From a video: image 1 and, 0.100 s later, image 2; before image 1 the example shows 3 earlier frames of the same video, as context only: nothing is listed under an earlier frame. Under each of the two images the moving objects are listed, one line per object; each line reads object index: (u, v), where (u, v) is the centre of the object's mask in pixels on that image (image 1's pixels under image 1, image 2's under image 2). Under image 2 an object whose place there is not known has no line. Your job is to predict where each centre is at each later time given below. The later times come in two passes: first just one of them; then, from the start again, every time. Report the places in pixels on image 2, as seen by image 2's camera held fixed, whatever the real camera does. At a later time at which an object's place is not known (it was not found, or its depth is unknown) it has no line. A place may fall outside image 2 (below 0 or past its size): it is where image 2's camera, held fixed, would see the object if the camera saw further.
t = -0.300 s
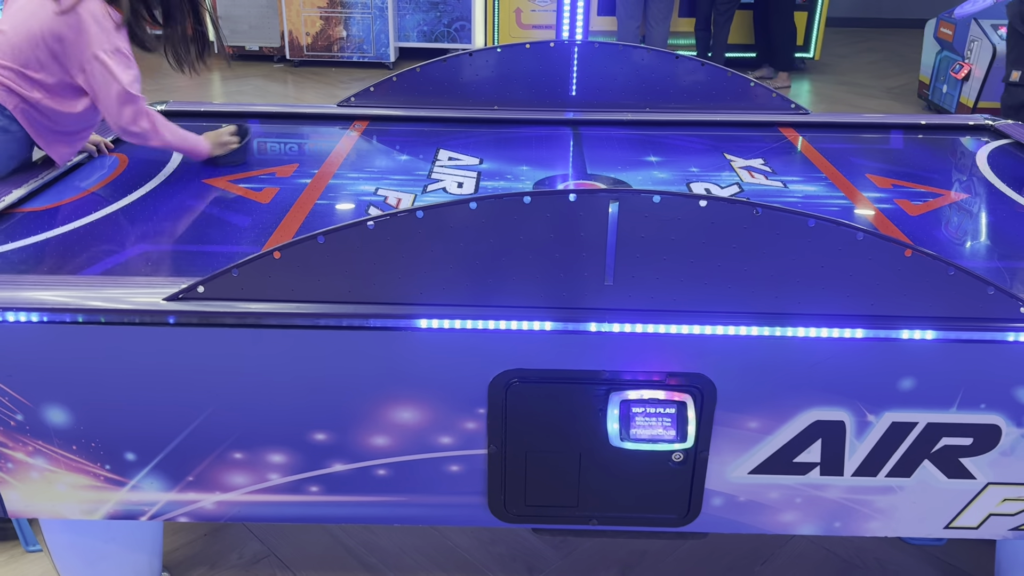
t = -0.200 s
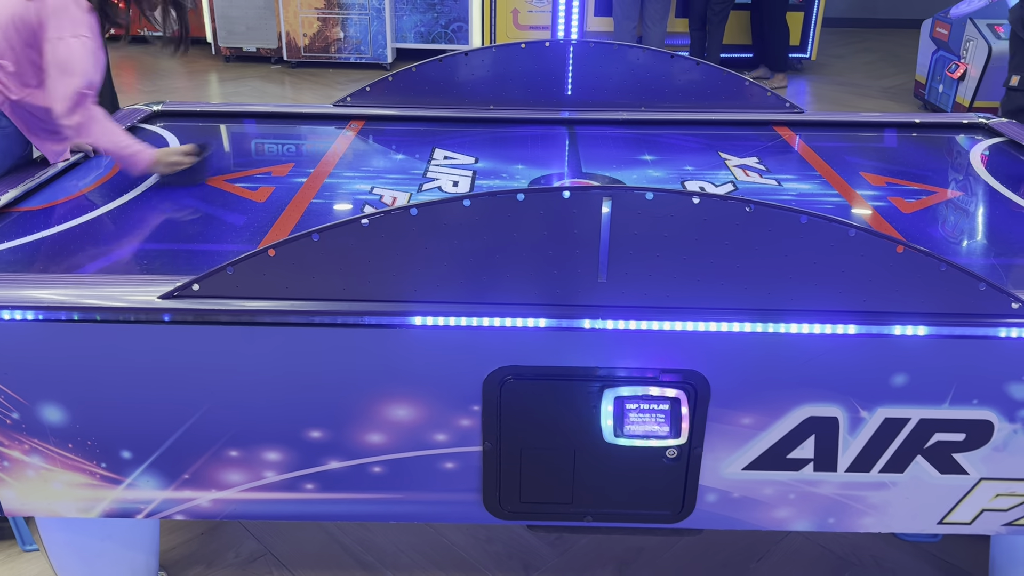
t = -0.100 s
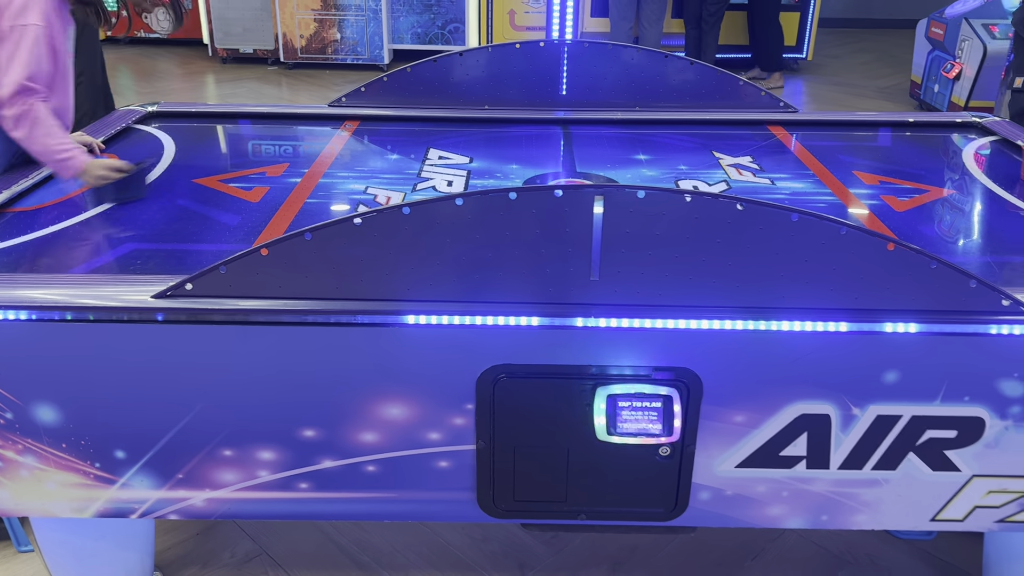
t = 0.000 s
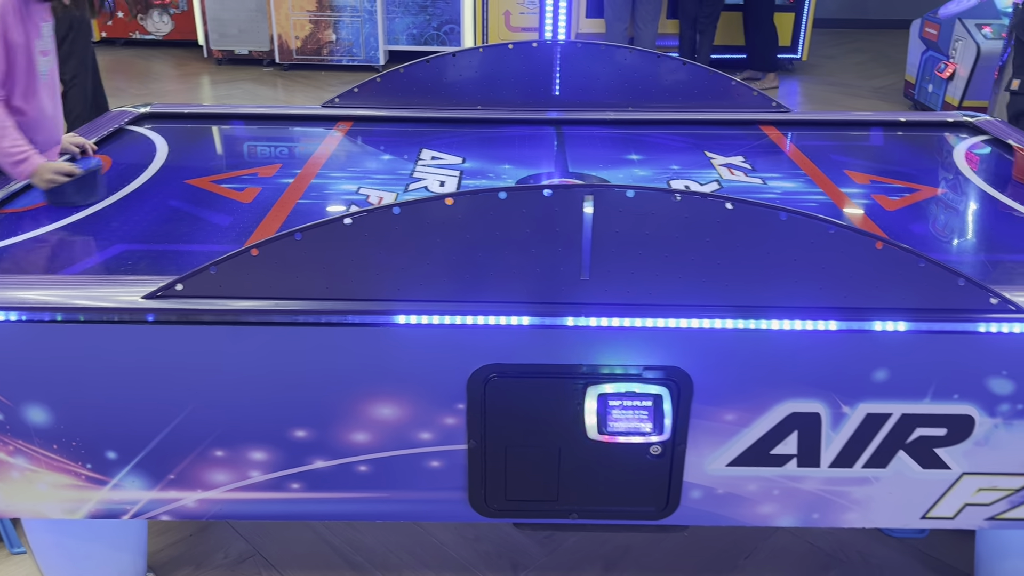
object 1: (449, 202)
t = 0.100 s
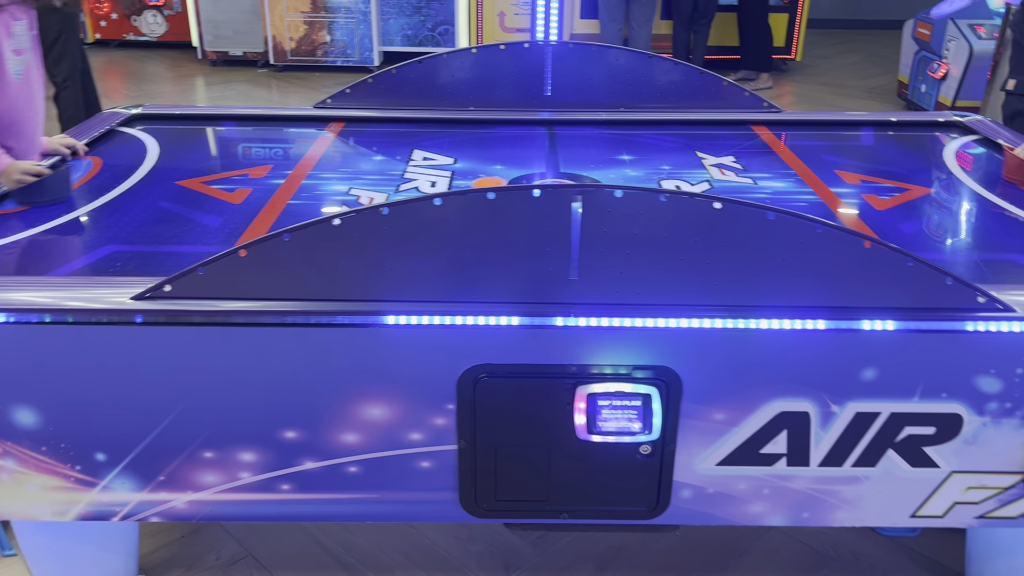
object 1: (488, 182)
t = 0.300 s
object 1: (569, 149)
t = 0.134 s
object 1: (505, 177)
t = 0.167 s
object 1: (518, 171)
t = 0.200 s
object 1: (532, 165)
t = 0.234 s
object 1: (545, 160)
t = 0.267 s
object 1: (558, 154)
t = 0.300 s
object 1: (569, 149)
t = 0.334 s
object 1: (581, 144)
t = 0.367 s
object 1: (592, 140)
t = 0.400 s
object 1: (603, 135)
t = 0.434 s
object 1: (613, 131)
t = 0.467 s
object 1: (622, 127)
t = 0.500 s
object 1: (634, 127)
